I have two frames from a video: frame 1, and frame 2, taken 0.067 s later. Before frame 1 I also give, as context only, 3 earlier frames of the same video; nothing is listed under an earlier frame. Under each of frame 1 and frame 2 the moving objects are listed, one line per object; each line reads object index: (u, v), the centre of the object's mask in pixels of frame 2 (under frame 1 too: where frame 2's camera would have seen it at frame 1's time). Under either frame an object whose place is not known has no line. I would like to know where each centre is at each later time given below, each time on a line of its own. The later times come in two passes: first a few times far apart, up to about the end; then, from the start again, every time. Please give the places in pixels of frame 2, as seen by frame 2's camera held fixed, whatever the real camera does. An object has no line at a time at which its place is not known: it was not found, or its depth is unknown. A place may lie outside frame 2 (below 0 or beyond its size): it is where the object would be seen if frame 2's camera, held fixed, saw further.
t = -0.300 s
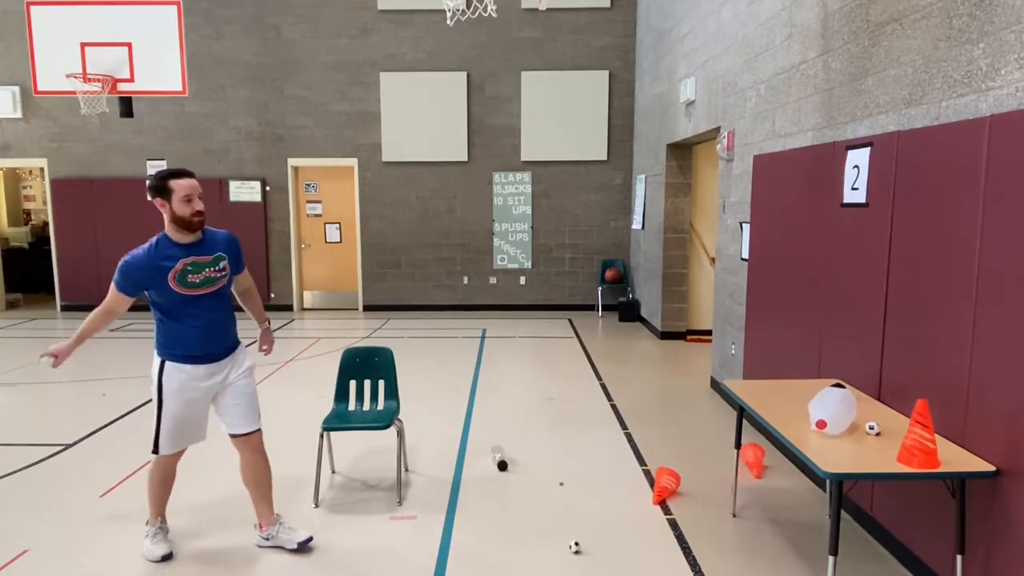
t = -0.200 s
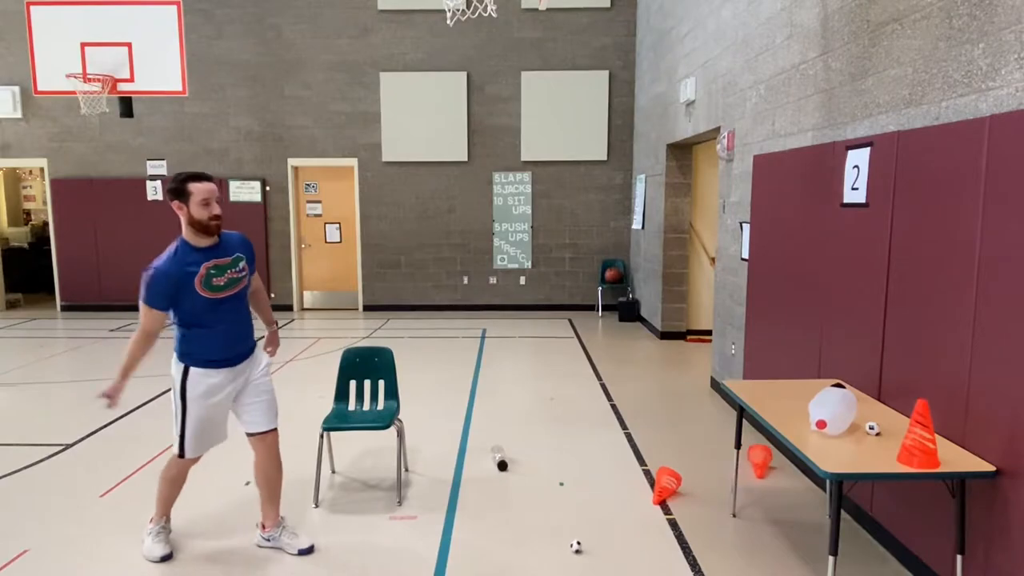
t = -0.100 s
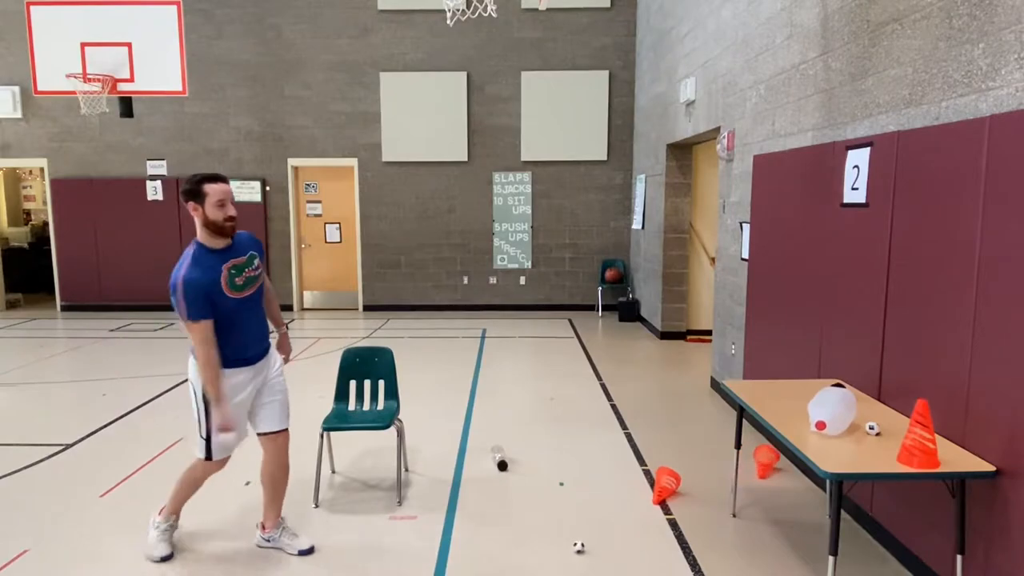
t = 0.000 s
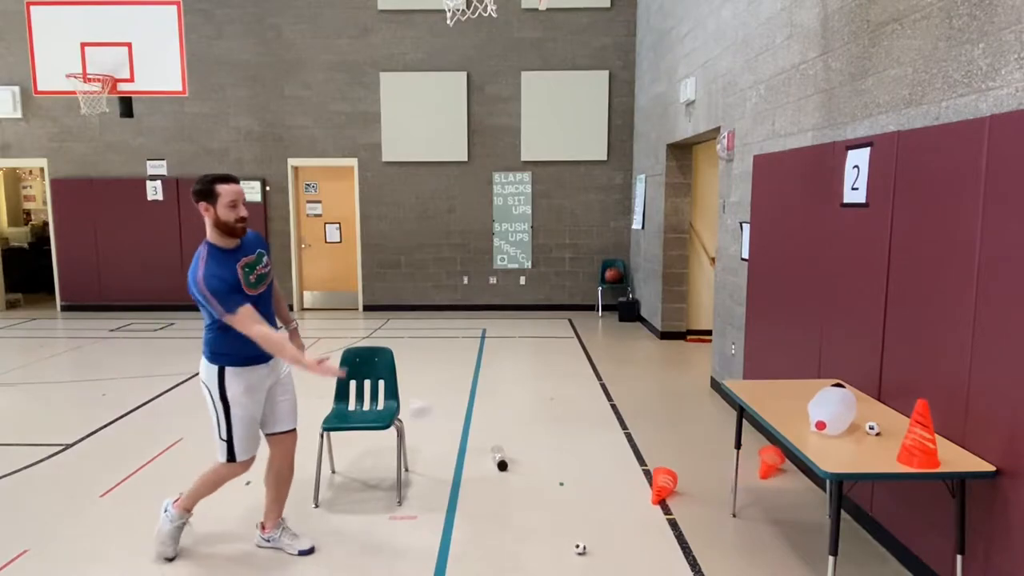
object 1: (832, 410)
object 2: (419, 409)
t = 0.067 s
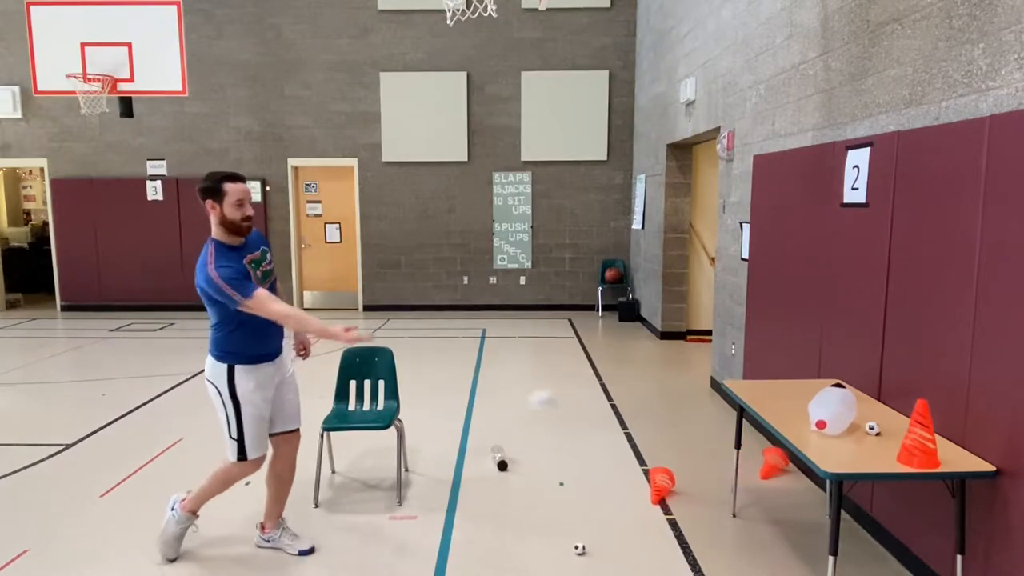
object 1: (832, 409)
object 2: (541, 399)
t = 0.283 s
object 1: (843, 408)
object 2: (898, 434)
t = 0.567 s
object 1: (847, 406)
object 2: (964, 474)
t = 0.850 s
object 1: (860, 405)
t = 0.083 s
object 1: (832, 409)
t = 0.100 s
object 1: (833, 409)
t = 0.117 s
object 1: (833, 409)
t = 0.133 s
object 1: (833, 409)
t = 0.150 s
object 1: (833, 409)
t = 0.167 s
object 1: (833, 409)
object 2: (730, 409)
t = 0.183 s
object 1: (833, 409)
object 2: (762, 413)
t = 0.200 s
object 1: (833, 409)
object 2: (794, 416)
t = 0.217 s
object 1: (832, 411)
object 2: (828, 425)
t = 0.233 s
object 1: (837, 412)
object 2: (845, 429)
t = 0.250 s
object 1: (844, 414)
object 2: (868, 435)
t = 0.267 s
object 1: (850, 415)
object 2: (885, 438)
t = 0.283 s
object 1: (843, 408)
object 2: (898, 434)
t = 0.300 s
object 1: (843, 407)
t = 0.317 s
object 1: (844, 407)
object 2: (948, 441)
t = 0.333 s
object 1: (845, 407)
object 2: (966, 441)
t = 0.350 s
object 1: (846, 408)
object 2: (978, 444)
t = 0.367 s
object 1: (846, 408)
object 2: (978, 446)
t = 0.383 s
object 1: (846, 407)
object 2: (977, 449)
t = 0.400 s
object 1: (846, 406)
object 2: (976, 451)
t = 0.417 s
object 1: (845, 406)
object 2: (975, 453)
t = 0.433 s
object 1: (845, 406)
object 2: (973, 454)
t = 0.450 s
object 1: (844, 406)
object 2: (972, 455)
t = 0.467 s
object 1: (844, 406)
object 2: (971, 457)
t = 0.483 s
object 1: (844, 406)
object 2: (970, 459)
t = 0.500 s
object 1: (844, 406)
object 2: (969, 462)
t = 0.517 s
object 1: (844, 406)
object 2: (968, 464)
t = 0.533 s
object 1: (845, 406)
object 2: (967, 467)
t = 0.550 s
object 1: (846, 406)
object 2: (965, 470)
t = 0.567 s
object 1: (847, 406)
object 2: (964, 474)
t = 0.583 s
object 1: (848, 405)
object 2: (963, 479)
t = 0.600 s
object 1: (849, 405)
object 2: (962, 484)
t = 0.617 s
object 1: (849, 405)
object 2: (960, 490)
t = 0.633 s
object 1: (851, 405)
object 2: (959, 496)
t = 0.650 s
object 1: (853, 405)
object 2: (958, 504)
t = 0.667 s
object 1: (854, 405)
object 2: (957, 513)
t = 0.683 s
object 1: (855, 405)
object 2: (955, 523)
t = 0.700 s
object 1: (856, 405)
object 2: (953, 534)
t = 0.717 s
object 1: (857, 405)
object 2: (951, 545)
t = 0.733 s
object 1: (858, 404)
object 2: (949, 558)
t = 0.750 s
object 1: (858, 405)
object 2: (946, 567)
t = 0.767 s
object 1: (859, 405)
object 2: (944, 572)
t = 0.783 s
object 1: (860, 405)
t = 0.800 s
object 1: (860, 405)
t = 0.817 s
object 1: (860, 405)
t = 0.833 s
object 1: (860, 405)
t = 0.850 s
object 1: (860, 405)
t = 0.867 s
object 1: (860, 405)
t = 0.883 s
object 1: (860, 405)
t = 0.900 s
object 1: (860, 405)
